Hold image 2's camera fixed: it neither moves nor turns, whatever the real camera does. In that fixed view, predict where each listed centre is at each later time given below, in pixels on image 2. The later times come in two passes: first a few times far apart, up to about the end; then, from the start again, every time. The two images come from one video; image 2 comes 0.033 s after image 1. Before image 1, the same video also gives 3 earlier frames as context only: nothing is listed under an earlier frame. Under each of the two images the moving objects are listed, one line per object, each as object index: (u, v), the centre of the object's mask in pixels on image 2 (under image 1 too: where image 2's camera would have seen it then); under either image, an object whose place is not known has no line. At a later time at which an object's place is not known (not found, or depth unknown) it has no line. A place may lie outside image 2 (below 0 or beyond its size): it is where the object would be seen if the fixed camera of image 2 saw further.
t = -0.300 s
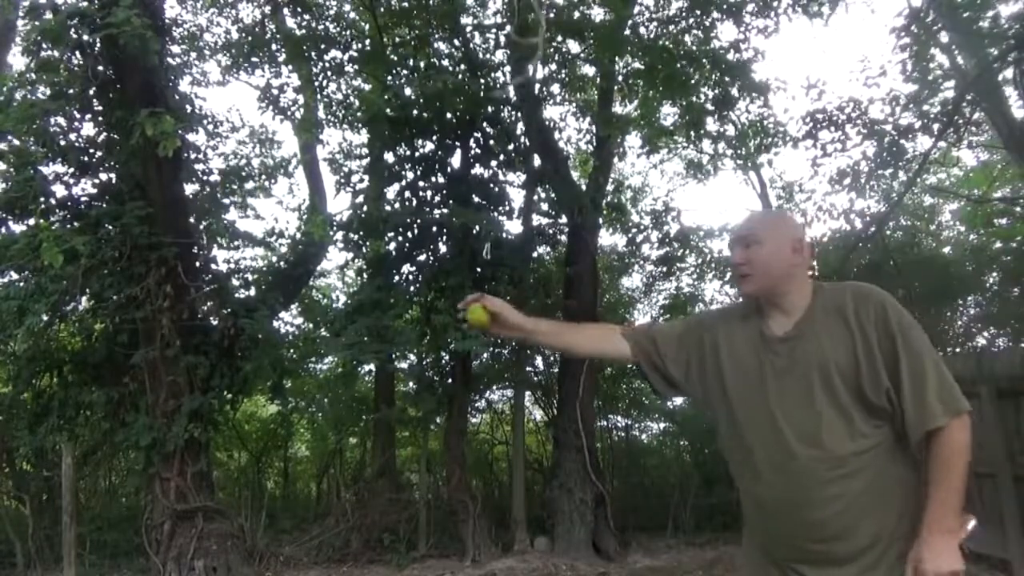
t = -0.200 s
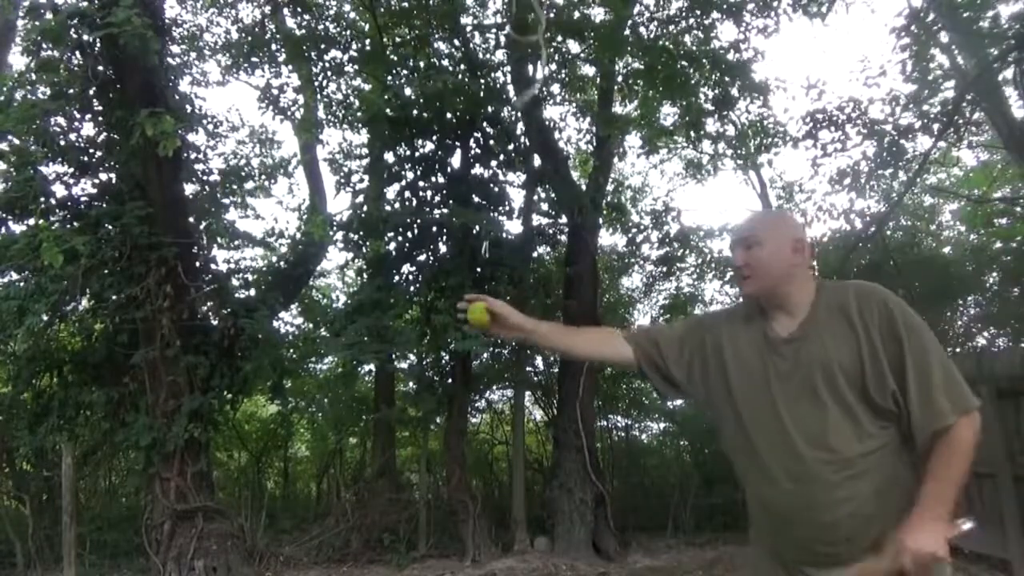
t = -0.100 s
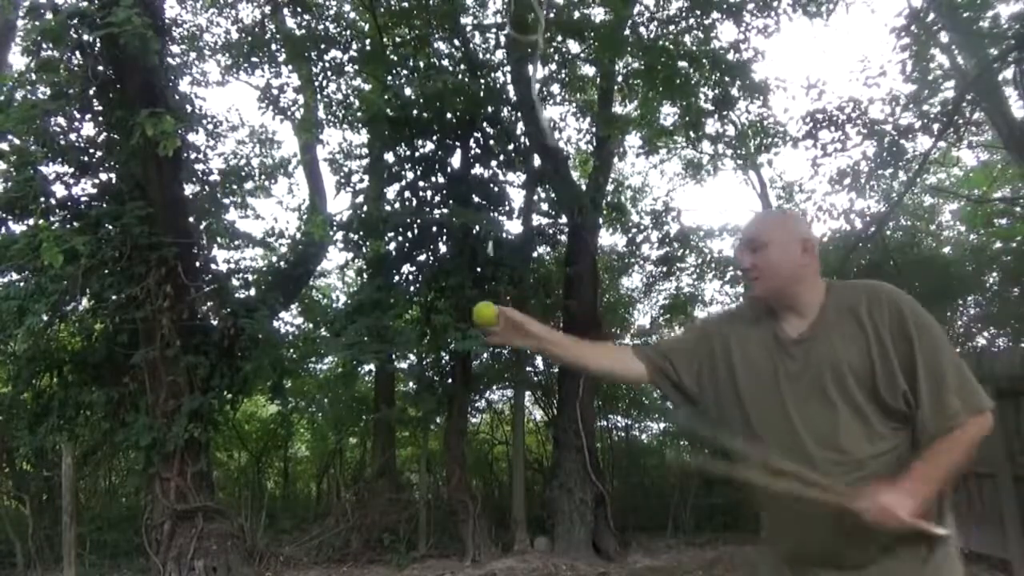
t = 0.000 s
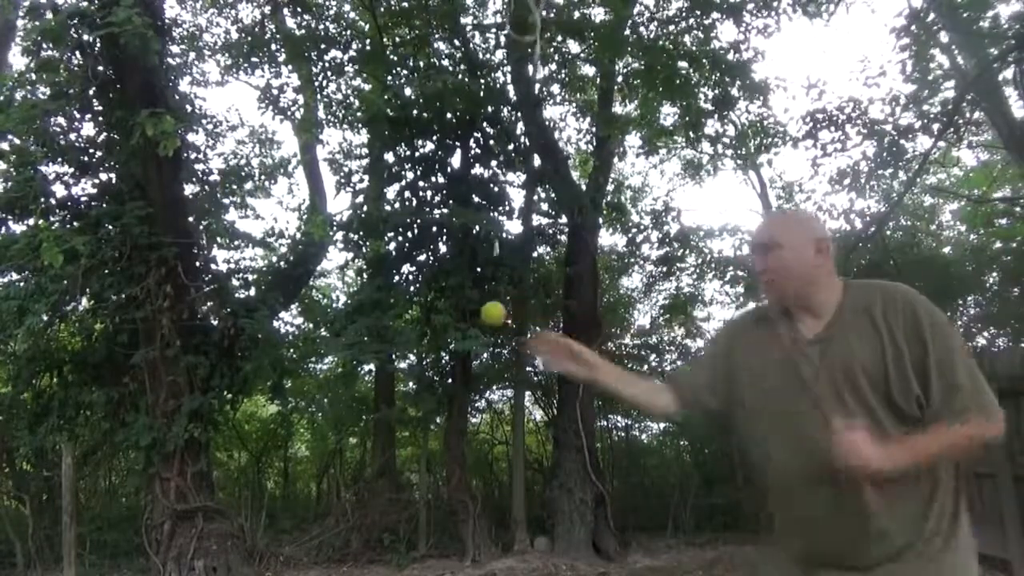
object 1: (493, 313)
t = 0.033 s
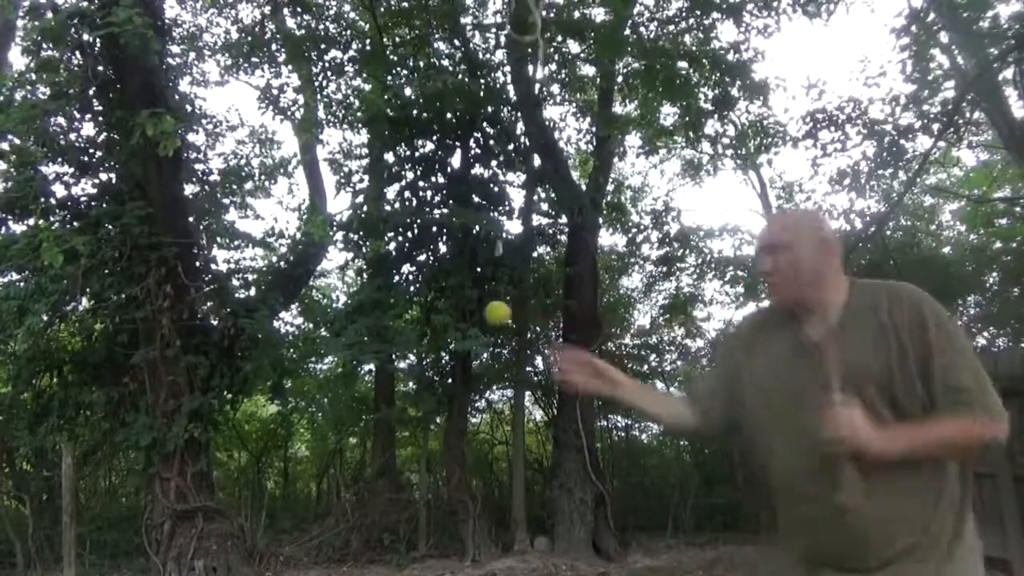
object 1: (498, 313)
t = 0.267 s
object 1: (528, 308)
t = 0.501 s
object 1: (556, 300)
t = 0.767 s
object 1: (566, 295)
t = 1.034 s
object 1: (543, 299)
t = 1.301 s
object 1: (504, 307)
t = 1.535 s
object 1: (482, 311)
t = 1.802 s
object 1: (481, 313)
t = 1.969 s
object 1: (495, 314)
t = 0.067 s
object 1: (501, 313)
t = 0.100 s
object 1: (505, 312)
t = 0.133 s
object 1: (509, 312)
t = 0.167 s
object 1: (514, 311)
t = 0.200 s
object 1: (518, 310)
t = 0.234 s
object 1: (523, 309)
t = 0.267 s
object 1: (528, 308)
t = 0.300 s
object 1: (532, 307)
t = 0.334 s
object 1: (537, 306)
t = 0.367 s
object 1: (541, 304)
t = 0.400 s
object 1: (546, 303)
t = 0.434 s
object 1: (550, 302)
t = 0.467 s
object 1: (554, 301)
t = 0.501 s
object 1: (556, 300)
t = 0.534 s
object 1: (560, 299)
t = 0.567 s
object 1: (563, 298)
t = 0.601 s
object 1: (565, 296)
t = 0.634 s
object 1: (566, 296)
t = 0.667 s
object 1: (567, 295)
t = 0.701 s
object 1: (567, 295)
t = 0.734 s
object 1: (567, 295)
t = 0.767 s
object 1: (566, 295)
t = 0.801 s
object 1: (565, 295)
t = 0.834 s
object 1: (563, 295)
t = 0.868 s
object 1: (561, 295)
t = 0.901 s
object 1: (558, 295)
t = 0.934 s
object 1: (555, 296)
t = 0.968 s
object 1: (551, 297)
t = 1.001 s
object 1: (547, 298)
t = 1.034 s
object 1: (543, 299)
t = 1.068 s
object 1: (538, 300)
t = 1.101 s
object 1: (533, 301)
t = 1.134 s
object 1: (528, 303)
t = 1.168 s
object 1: (523, 304)
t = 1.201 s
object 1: (518, 305)
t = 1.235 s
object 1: (513, 306)
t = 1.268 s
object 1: (508, 307)
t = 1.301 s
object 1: (504, 307)
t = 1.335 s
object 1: (500, 308)
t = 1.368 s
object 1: (496, 309)
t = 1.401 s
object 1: (492, 309)
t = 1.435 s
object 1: (489, 310)
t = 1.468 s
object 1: (486, 310)
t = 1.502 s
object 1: (484, 311)
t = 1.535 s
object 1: (482, 311)
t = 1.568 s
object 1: (480, 312)
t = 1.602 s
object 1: (479, 312)
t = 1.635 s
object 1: (478, 312)
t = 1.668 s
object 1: (478, 313)
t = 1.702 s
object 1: (478, 313)
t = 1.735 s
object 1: (478, 313)
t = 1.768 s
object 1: (480, 314)
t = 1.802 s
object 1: (481, 313)
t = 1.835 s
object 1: (483, 314)
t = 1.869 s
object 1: (486, 314)
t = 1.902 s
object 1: (489, 314)
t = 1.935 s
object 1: (492, 314)
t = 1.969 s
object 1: (495, 314)
